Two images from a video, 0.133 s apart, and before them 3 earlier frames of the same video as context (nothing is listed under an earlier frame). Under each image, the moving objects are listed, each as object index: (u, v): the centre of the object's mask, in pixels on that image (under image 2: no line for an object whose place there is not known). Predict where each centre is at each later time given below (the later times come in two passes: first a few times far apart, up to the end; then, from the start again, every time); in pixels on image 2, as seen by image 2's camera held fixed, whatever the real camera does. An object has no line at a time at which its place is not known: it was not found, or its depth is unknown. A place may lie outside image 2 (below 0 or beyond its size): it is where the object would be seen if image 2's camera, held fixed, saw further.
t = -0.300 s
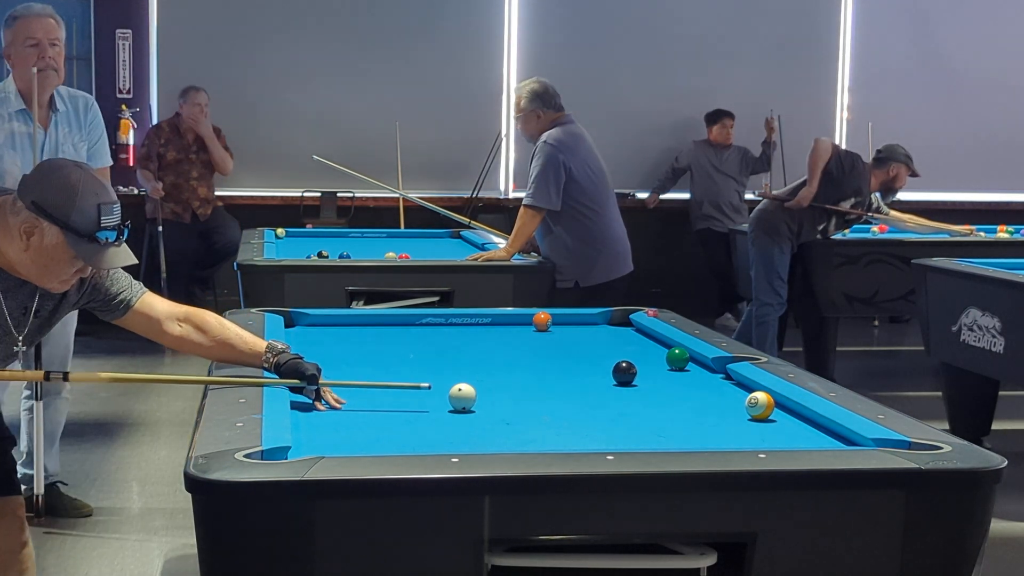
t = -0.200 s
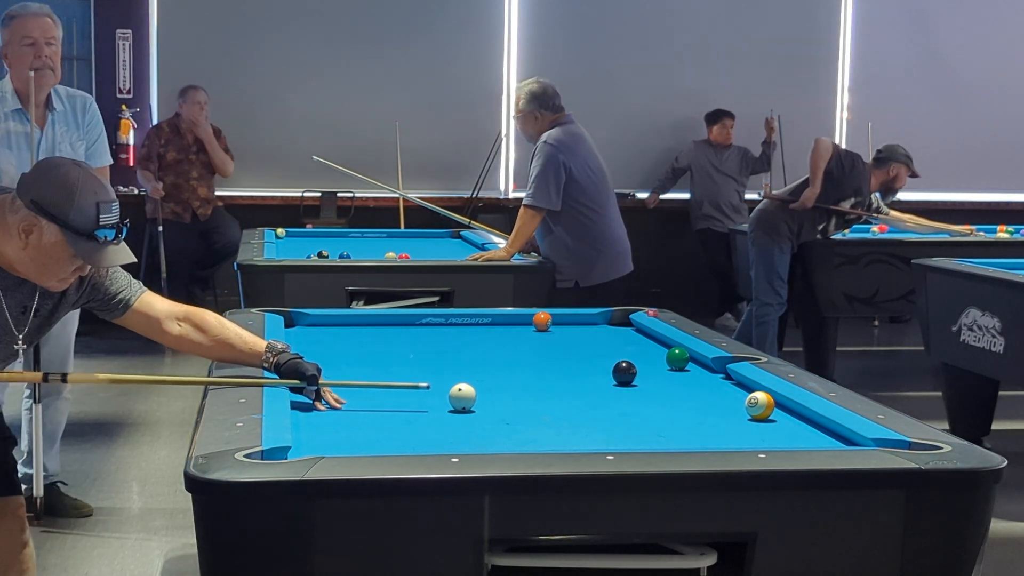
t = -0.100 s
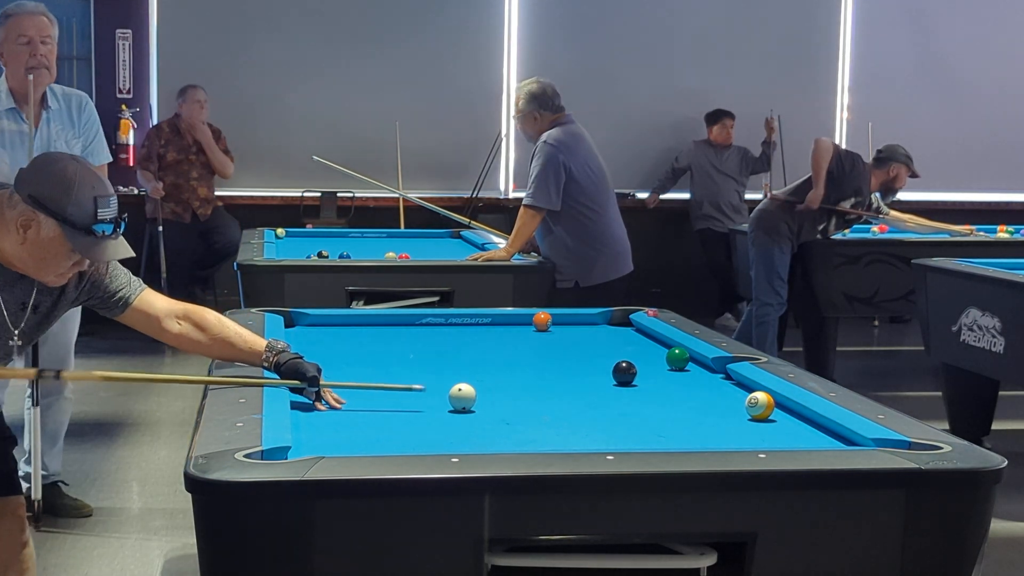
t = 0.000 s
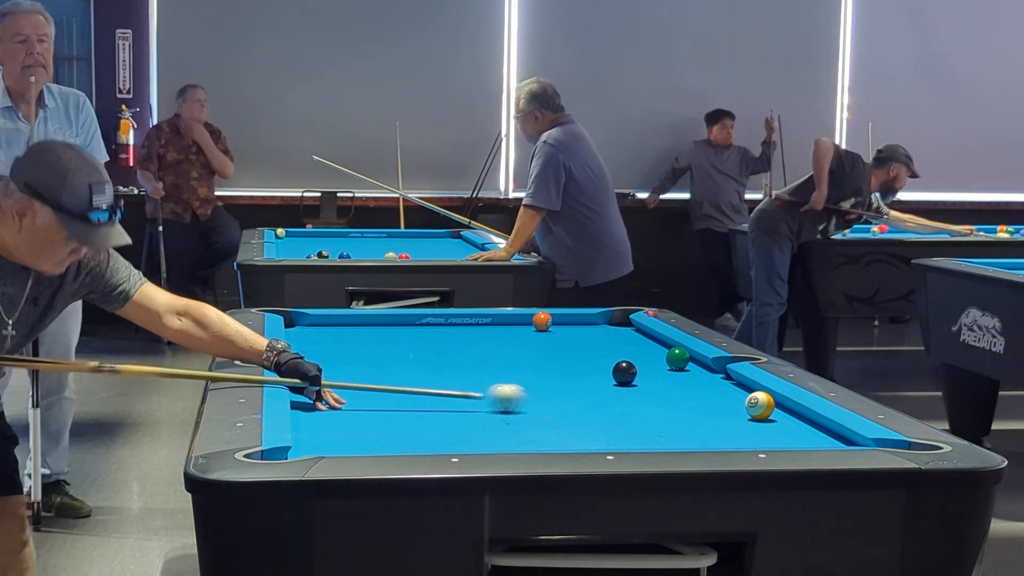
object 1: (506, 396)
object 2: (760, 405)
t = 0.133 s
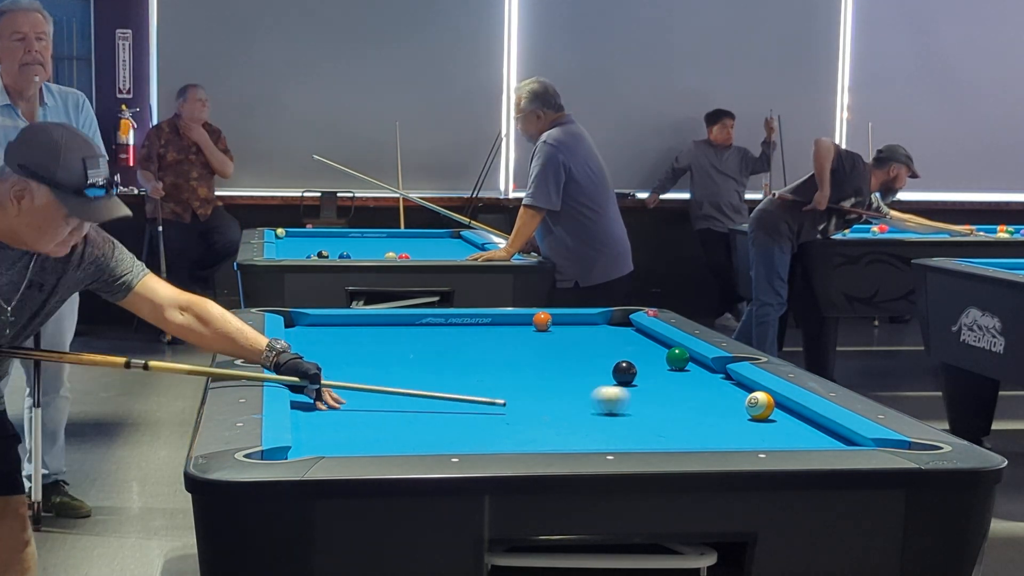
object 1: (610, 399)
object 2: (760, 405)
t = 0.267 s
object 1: (715, 402)
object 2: (760, 405)
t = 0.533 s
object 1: (744, 392)
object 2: (749, 412)
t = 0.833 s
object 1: (675, 393)
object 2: (688, 418)
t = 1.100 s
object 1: (617, 391)
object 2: (634, 424)
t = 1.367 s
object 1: (563, 389)
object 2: (580, 429)
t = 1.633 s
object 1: (513, 388)
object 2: (528, 434)
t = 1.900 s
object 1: (466, 386)
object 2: (476, 438)
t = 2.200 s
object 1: (418, 385)
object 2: (420, 441)
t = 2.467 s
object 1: (379, 383)
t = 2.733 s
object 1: (344, 382)
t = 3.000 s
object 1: (311, 381)
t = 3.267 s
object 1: (312, 380)
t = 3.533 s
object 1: (327, 380)
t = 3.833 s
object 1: (341, 379)
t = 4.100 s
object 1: (350, 379)
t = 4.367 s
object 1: (355, 379)
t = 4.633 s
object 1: (358, 379)
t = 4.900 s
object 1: (359, 379)
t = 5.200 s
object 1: (359, 379)
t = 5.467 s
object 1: (359, 379)
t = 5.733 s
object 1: (359, 379)
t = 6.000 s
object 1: (359, 379)
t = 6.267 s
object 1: (359, 379)
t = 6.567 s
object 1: (359, 379)
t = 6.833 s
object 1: (359, 379)
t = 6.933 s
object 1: (359, 379)
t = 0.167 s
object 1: (636, 400)
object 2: (760, 405)
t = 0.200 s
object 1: (662, 400)
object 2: (760, 405)
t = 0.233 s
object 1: (688, 401)
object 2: (760, 405)
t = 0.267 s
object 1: (715, 402)
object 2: (760, 405)
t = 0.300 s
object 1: (734, 402)
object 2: (765, 405)
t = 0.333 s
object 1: (740, 401)
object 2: (785, 407)
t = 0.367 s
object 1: (747, 399)
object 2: (784, 409)
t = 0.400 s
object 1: (754, 396)
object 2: (776, 409)
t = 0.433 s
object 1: (764, 391)
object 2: (770, 410)
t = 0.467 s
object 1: (760, 391)
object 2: (763, 411)
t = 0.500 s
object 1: (752, 392)
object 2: (756, 411)
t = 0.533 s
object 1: (744, 392)
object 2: (749, 412)
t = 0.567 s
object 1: (735, 392)
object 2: (742, 413)
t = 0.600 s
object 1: (727, 392)
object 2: (735, 413)
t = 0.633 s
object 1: (719, 392)
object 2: (729, 414)
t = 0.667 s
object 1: (712, 393)
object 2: (722, 415)
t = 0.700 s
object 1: (704, 393)
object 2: (715, 415)
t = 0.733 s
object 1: (697, 393)
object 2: (708, 416)
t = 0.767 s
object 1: (689, 393)
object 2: (701, 417)
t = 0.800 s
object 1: (682, 393)
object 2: (694, 418)
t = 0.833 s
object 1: (675, 393)
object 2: (688, 418)
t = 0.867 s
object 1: (667, 393)
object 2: (681, 419)
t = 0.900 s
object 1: (660, 393)
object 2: (674, 420)
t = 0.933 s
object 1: (652, 392)
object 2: (668, 420)
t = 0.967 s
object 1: (645, 393)
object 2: (661, 421)
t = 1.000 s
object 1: (638, 392)
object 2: (654, 422)
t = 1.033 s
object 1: (631, 391)
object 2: (647, 423)
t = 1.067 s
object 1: (623, 391)
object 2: (640, 423)
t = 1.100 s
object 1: (617, 391)
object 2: (634, 424)
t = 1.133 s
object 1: (609, 391)
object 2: (627, 425)
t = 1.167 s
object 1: (603, 390)
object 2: (621, 425)
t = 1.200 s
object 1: (596, 390)
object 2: (614, 426)
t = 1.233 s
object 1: (589, 390)
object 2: (607, 427)
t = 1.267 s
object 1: (583, 389)
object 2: (601, 428)
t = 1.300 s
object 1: (576, 389)
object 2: (594, 428)
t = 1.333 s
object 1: (569, 389)
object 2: (587, 429)
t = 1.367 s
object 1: (563, 389)
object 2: (580, 429)
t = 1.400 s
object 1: (556, 389)
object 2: (574, 430)
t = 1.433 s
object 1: (550, 389)
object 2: (567, 431)
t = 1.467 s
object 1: (544, 388)
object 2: (561, 431)
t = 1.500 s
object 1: (537, 388)
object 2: (554, 432)
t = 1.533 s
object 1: (531, 388)
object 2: (547, 433)
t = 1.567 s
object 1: (525, 388)
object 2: (541, 433)
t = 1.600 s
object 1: (519, 388)
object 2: (534, 434)
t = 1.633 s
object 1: (513, 388)
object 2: (528, 434)
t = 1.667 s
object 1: (507, 387)
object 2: (521, 435)
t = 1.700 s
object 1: (501, 387)
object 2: (515, 435)
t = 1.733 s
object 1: (495, 387)
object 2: (509, 436)
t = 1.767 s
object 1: (489, 387)
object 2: (502, 436)
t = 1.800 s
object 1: (483, 386)
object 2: (495, 437)
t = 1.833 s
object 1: (477, 386)
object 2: (489, 437)
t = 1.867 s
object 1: (472, 386)
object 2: (483, 437)
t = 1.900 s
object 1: (466, 386)
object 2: (476, 438)
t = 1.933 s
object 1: (461, 386)
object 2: (470, 438)
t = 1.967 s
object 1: (455, 385)
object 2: (464, 439)
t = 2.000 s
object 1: (450, 385)
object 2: (458, 439)
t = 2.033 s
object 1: (445, 385)
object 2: (451, 440)
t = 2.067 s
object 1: (439, 385)
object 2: (445, 440)
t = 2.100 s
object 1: (434, 385)
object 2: (438, 440)
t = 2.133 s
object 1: (429, 385)
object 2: (432, 441)
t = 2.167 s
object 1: (424, 385)
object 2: (426, 441)
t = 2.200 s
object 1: (418, 385)
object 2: (420, 441)
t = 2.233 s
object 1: (413, 384)
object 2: (414, 442)
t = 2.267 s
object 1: (408, 384)
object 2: (408, 442)
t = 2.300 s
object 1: (403, 384)
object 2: (402, 442)
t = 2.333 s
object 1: (398, 384)
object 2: (396, 443)
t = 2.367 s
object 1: (393, 384)
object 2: (390, 443)
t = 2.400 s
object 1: (389, 384)
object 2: (384, 443)
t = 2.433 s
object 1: (384, 383)
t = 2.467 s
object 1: (379, 383)
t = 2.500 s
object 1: (375, 383)
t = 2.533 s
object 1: (370, 383)
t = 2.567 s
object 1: (366, 383)
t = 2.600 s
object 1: (361, 382)
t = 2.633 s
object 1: (357, 382)
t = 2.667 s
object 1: (352, 382)
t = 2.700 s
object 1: (348, 382)
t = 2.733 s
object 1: (344, 382)
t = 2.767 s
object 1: (339, 382)
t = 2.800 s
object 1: (335, 382)
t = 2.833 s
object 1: (331, 382)
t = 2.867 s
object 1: (327, 381)
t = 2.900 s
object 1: (323, 382)
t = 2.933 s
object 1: (319, 381)
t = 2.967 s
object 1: (315, 381)
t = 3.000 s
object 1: (311, 381)
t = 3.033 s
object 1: (308, 381)
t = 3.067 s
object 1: (304, 381)
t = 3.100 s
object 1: (301, 381)
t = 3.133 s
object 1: (303, 381)
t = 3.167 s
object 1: (305, 381)
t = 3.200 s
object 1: (308, 381)
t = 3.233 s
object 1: (310, 381)
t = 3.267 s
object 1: (312, 380)
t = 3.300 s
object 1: (314, 380)
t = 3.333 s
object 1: (316, 380)
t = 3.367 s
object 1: (318, 380)
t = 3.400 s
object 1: (320, 380)
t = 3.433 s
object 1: (322, 380)
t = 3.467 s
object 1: (324, 380)
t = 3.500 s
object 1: (326, 380)
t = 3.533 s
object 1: (327, 380)
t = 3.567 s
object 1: (329, 380)
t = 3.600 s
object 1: (331, 380)
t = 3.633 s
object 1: (332, 379)
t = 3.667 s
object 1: (334, 380)
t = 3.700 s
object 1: (336, 379)
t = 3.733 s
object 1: (337, 379)
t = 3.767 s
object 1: (338, 379)
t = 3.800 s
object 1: (340, 379)
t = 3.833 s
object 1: (341, 379)
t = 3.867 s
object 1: (343, 379)
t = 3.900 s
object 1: (344, 379)
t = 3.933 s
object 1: (345, 379)
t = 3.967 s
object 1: (346, 379)
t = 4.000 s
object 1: (347, 379)
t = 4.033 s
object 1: (348, 379)
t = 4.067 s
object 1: (349, 379)
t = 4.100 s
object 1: (350, 379)
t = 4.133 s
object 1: (351, 379)
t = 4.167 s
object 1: (352, 379)
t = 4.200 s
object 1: (353, 379)
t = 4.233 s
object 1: (353, 379)
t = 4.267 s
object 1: (354, 379)
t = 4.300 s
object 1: (355, 379)
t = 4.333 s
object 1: (355, 379)
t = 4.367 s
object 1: (355, 379)
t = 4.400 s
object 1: (356, 379)
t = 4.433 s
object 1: (356, 379)
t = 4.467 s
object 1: (357, 379)
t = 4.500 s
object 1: (357, 379)
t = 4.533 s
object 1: (357, 379)
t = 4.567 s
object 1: (358, 379)
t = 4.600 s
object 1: (358, 379)
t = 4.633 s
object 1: (358, 379)
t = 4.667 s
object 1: (358, 379)
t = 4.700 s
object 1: (358, 379)
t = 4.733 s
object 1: (358, 379)
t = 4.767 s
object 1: (359, 379)
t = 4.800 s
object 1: (359, 379)
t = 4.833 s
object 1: (359, 379)
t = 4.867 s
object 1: (359, 379)
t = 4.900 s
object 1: (359, 379)
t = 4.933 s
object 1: (359, 379)
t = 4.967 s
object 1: (359, 379)
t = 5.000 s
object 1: (359, 379)
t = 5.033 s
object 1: (359, 379)
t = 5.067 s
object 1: (359, 379)
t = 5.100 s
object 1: (359, 379)
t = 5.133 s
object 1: (359, 379)
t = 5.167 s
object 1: (359, 379)
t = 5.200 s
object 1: (359, 379)
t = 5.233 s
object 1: (359, 379)
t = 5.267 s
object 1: (359, 379)
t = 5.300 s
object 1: (359, 379)
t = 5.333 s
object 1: (359, 379)
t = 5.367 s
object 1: (359, 379)
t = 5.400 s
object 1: (359, 379)
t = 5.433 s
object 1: (359, 379)
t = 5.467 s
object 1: (359, 379)
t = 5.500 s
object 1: (359, 379)
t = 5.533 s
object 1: (359, 379)
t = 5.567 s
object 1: (359, 379)
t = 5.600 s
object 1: (359, 379)
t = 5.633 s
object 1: (359, 379)
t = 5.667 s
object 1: (359, 379)
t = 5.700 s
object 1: (359, 379)
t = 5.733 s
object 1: (359, 379)
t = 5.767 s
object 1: (359, 379)
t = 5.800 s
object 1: (359, 379)
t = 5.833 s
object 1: (359, 379)
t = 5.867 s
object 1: (359, 379)
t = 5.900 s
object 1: (359, 379)
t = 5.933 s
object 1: (359, 379)
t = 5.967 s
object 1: (359, 379)
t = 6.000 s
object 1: (359, 379)
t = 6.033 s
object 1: (359, 379)
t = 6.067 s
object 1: (359, 379)
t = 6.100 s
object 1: (359, 379)
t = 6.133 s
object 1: (359, 379)
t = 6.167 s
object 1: (359, 379)
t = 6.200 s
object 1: (359, 379)
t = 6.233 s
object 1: (359, 379)
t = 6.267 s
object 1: (359, 379)
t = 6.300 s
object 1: (359, 379)
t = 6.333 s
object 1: (359, 379)
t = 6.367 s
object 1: (359, 379)
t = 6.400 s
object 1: (359, 379)
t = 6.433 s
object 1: (359, 379)
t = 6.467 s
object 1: (359, 379)
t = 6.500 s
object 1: (359, 379)
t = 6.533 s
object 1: (359, 379)
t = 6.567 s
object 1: (359, 379)
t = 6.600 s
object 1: (359, 379)
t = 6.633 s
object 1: (359, 379)
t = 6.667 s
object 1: (359, 379)
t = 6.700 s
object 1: (359, 379)
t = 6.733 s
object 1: (359, 379)
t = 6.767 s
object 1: (359, 379)
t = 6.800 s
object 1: (359, 379)
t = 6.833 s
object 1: (359, 379)
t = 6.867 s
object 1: (359, 379)
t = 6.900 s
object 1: (359, 379)
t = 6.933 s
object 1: (359, 379)
